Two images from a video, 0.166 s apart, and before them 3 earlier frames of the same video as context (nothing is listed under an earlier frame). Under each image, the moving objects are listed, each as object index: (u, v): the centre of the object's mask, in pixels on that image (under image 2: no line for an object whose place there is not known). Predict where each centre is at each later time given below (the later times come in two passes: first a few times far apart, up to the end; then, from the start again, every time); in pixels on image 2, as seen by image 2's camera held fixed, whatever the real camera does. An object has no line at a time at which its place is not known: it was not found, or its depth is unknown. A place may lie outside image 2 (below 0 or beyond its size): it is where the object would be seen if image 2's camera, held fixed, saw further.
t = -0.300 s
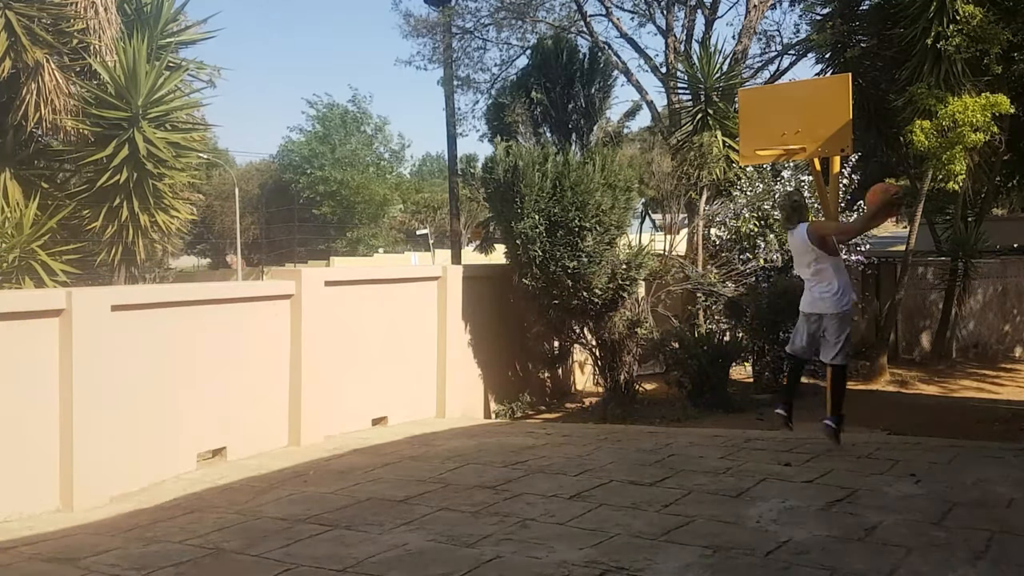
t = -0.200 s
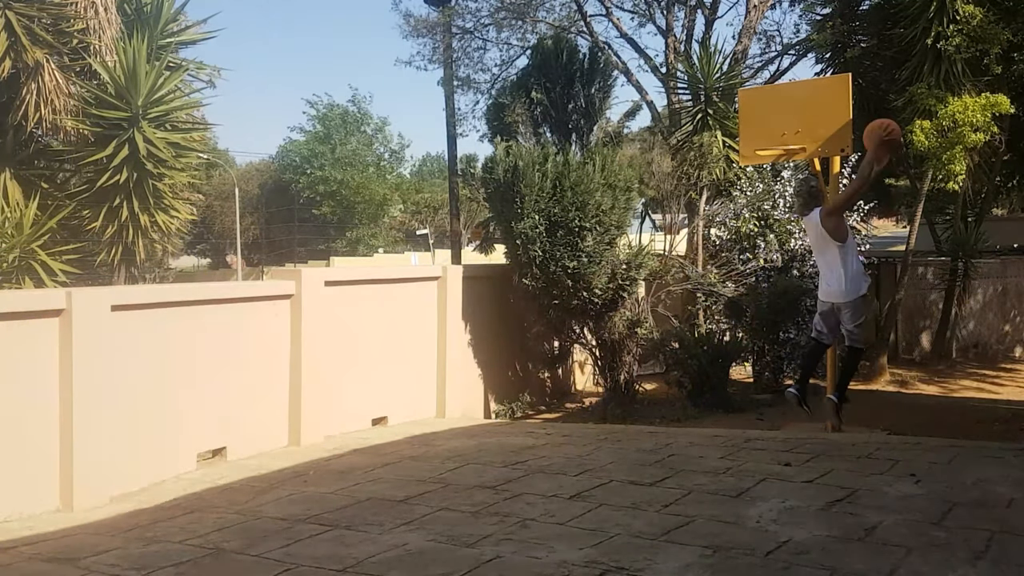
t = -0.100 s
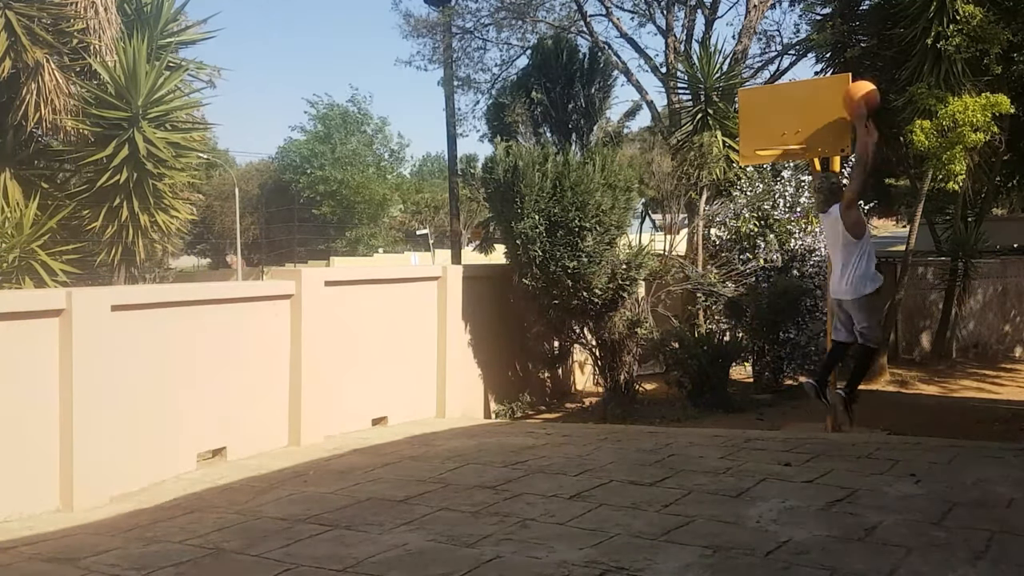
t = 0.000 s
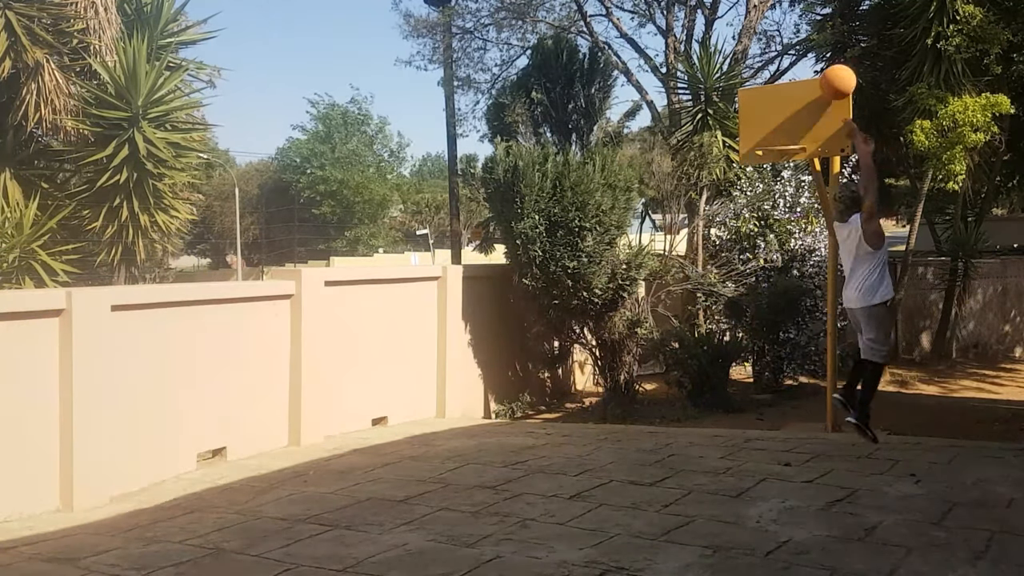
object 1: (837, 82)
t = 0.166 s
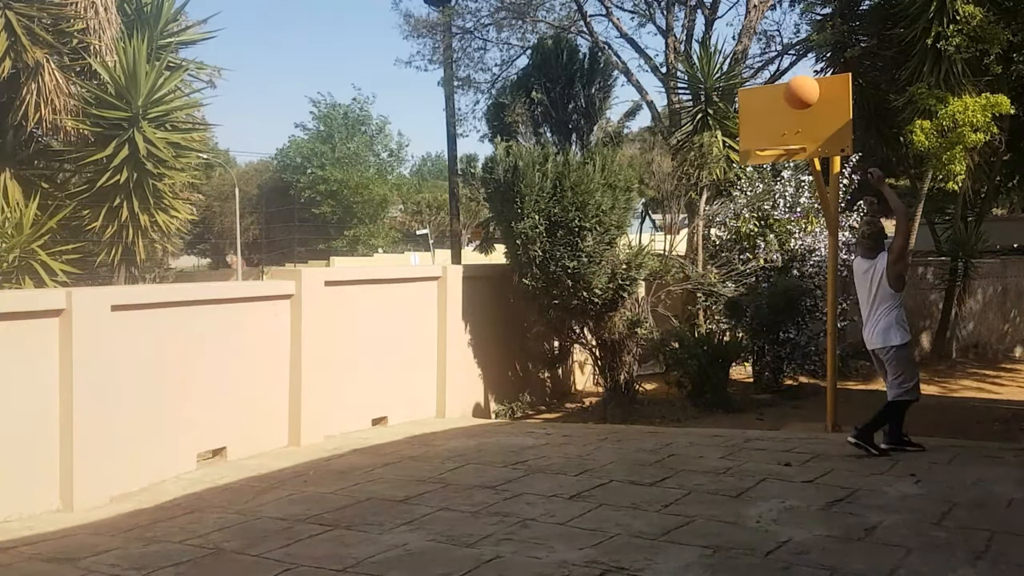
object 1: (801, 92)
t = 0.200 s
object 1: (794, 98)
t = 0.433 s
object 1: (784, 128)
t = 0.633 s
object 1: (798, 122)
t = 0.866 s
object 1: (792, 130)
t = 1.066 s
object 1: (776, 167)
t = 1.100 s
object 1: (773, 178)
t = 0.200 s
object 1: (794, 98)
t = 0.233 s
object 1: (787, 106)
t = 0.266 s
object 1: (779, 115)
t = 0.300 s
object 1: (772, 126)
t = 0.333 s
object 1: (767, 135)
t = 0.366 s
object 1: (773, 131)
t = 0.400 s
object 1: (779, 129)
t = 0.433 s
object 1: (784, 128)
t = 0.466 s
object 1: (790, 128)
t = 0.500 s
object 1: (796, 130)
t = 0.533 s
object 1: (798, 128)
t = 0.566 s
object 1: (798, 125)
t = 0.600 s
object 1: (798, 123)
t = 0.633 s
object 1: (798, 122)
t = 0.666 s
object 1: (798, 123)
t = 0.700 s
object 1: (798, 126)
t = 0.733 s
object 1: (799, 129)
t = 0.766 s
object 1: (797, 129)
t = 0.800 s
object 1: (795, 128)
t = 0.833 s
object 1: (794, 128)
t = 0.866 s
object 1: (792, 130)
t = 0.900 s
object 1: (790, 132)
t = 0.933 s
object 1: (788, 135)
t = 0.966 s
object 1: (786, 138)
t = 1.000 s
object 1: (782, 150)
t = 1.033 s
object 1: (779, 158)
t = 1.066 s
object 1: (776, 167)
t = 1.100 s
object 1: (773, 178)
